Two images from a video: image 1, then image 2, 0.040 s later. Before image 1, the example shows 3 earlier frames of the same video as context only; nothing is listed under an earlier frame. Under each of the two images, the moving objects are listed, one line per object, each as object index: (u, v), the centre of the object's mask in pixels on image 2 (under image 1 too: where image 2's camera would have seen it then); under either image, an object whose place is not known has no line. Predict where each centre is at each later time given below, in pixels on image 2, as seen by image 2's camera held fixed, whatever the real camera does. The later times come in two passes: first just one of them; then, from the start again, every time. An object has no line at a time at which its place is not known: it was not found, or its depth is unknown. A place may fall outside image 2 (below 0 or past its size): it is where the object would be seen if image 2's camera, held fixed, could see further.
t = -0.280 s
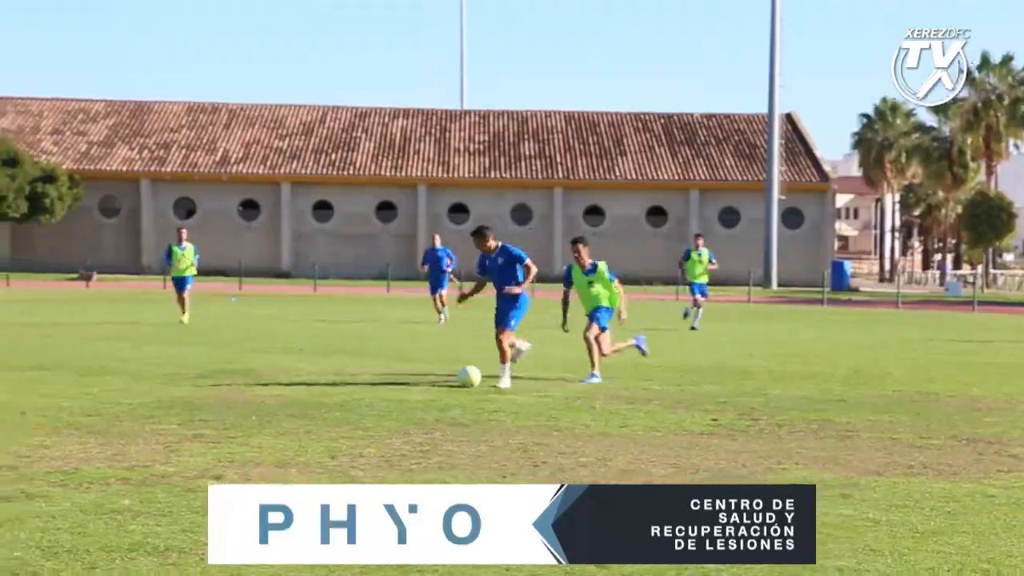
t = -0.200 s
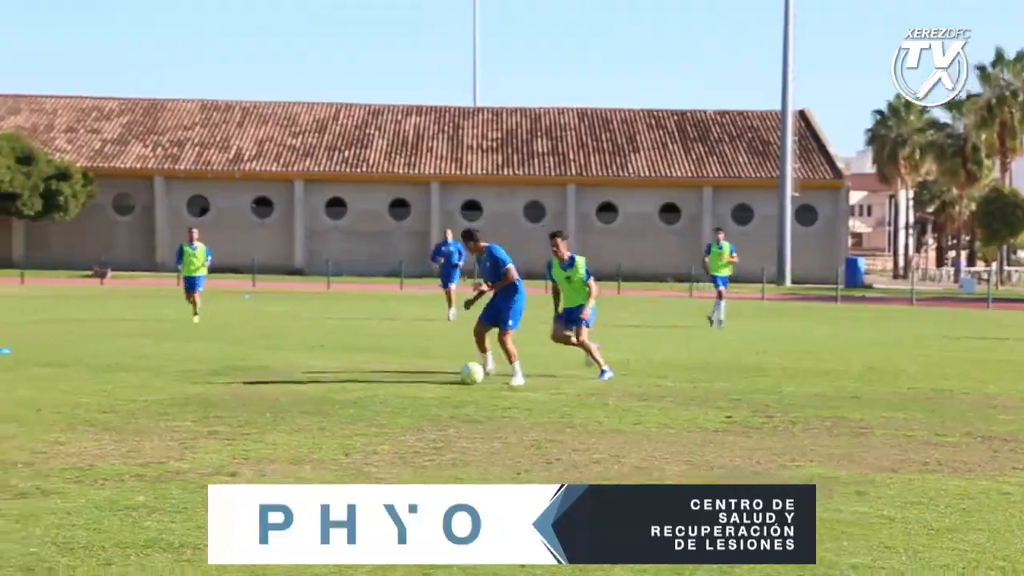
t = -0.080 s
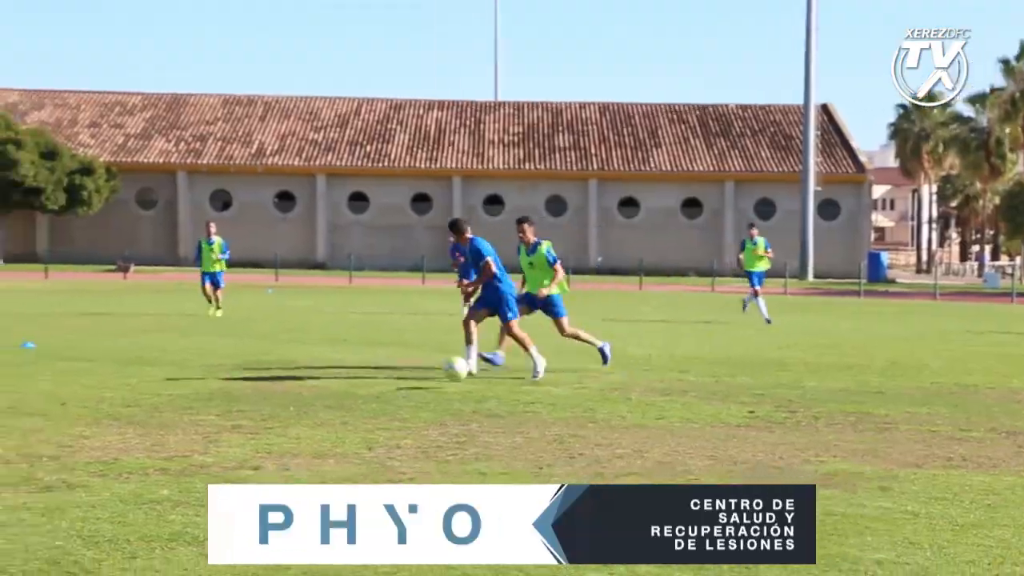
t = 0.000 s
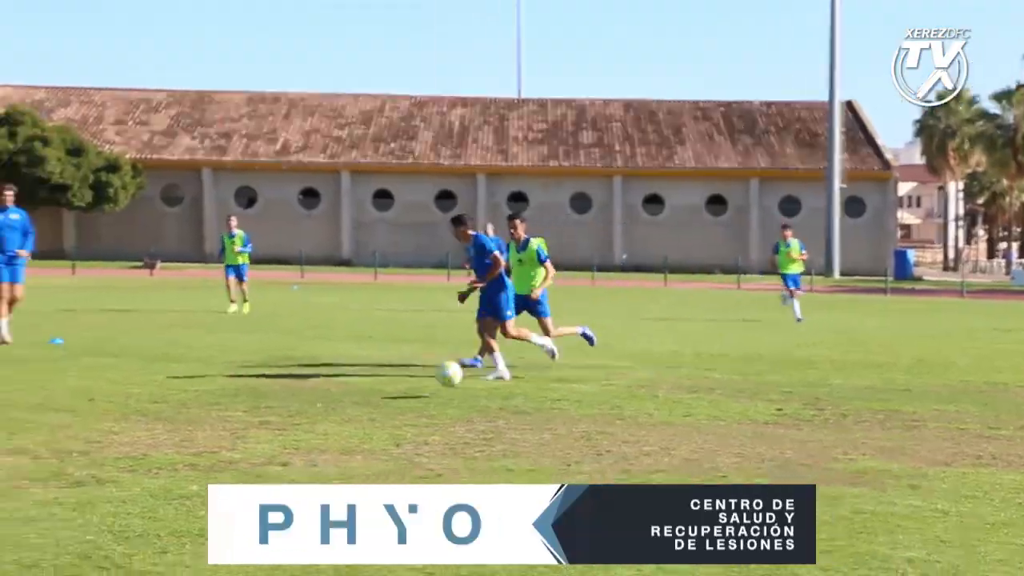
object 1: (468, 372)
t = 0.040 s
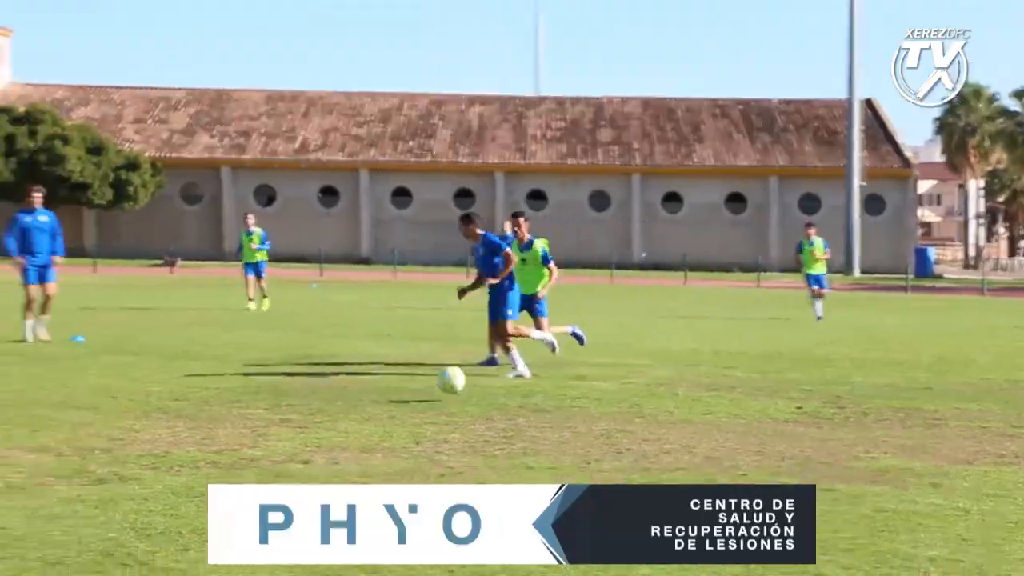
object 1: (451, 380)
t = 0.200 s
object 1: (384, 398)
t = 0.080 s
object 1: (434, 391)
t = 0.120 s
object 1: (416, 402)
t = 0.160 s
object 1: (401, 400)
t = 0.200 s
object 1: (384, 398)
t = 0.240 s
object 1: (366, 399)
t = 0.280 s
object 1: (348, 404)
